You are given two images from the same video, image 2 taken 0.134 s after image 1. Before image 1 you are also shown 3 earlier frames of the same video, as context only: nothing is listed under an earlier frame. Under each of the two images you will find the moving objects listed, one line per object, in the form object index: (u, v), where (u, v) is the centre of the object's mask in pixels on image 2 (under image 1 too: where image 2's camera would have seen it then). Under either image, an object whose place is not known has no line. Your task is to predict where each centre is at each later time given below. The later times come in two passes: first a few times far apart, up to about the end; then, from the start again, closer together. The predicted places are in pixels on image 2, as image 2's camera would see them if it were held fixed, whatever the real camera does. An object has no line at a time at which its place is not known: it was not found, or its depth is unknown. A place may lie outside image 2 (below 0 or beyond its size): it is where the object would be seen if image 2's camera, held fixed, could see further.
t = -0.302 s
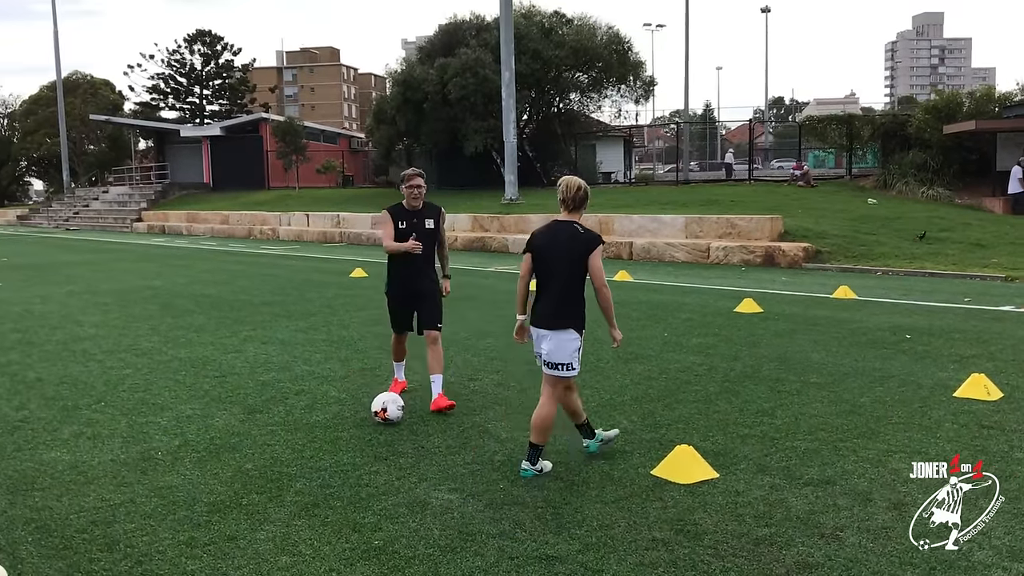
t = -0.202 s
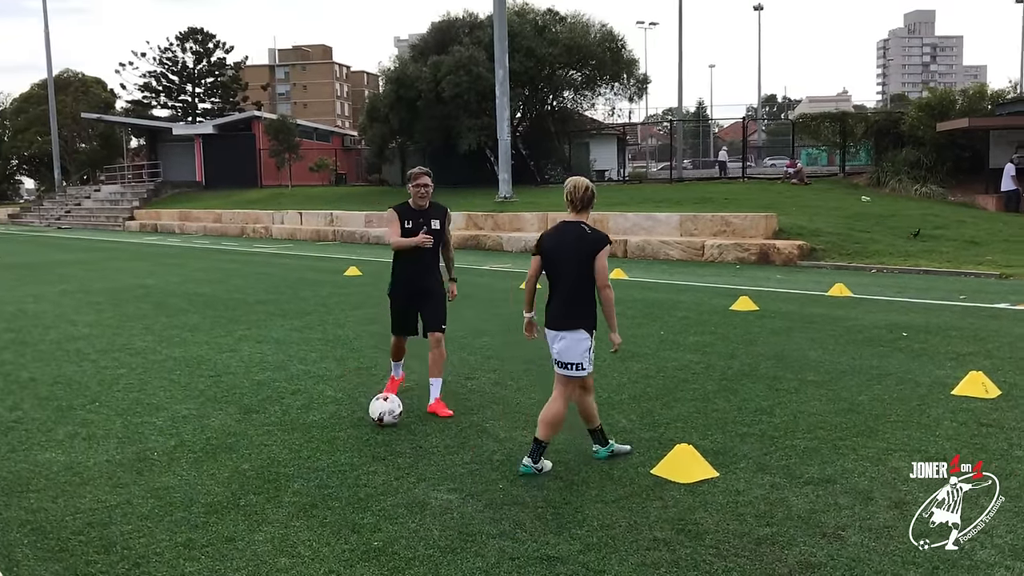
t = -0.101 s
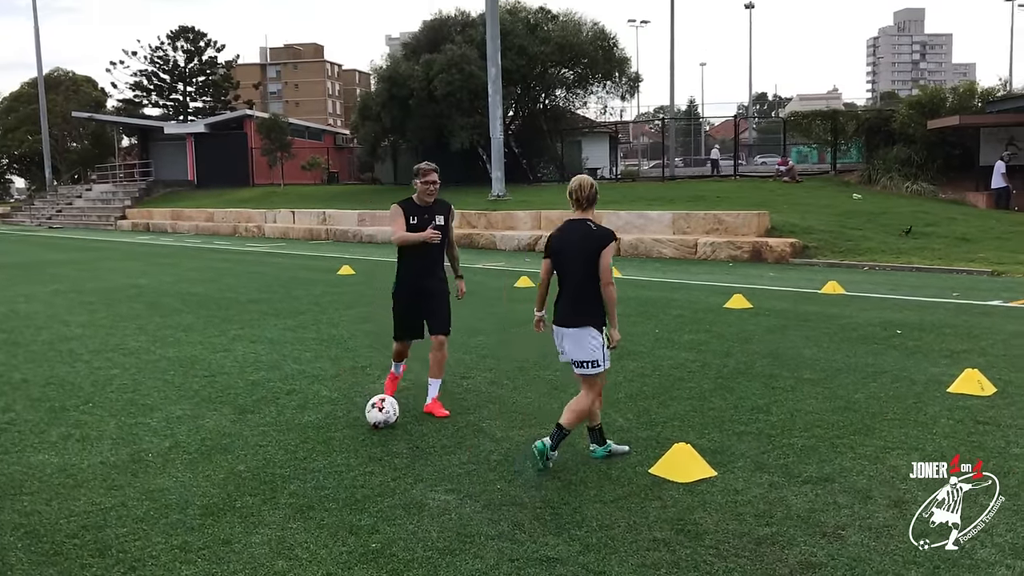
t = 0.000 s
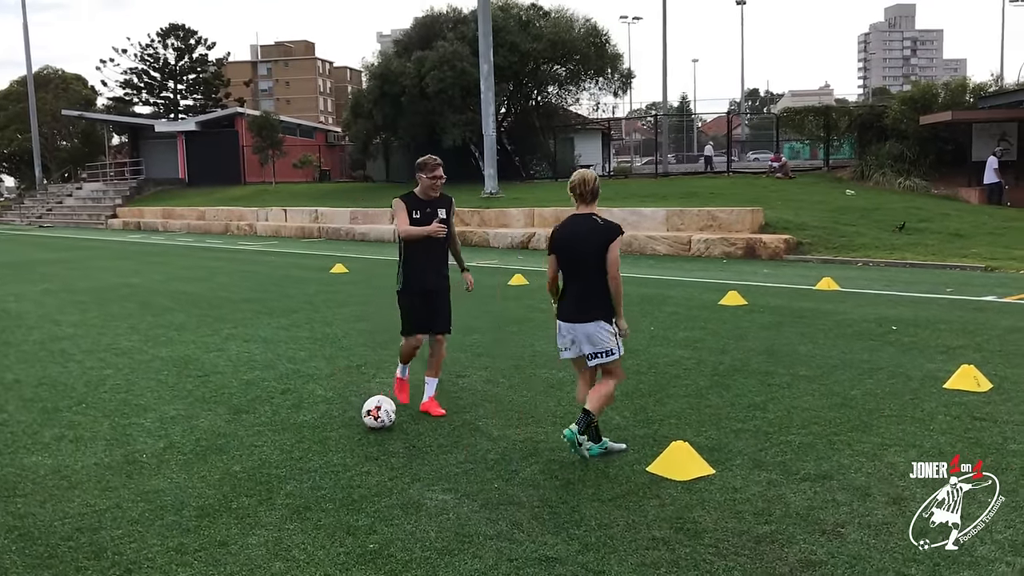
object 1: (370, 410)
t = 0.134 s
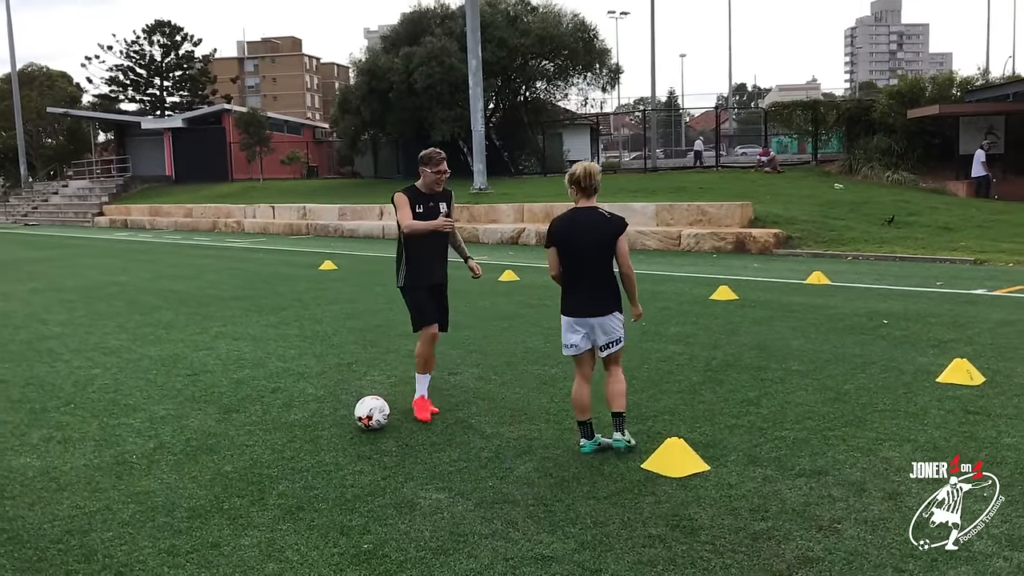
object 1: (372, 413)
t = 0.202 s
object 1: (372, 414)
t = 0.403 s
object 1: (372, 418)
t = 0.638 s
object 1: (371, 421)
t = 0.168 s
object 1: (372, 413)
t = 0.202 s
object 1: (372, 414)
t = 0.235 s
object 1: (372, 414)
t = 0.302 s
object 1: (373, 415)
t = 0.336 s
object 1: (372, 416)
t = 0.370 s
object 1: (372, 418)
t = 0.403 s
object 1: (372, 418)
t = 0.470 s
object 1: (372, 418)
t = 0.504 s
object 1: (371, 419)
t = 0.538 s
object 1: (371, 420)
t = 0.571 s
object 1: (371, 420)
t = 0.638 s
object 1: (371, 421)
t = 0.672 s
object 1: (372, 422)
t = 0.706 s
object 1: (371, 422)
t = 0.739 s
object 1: (371, 423)
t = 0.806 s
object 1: (371, 424)
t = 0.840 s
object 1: (372, 425)
